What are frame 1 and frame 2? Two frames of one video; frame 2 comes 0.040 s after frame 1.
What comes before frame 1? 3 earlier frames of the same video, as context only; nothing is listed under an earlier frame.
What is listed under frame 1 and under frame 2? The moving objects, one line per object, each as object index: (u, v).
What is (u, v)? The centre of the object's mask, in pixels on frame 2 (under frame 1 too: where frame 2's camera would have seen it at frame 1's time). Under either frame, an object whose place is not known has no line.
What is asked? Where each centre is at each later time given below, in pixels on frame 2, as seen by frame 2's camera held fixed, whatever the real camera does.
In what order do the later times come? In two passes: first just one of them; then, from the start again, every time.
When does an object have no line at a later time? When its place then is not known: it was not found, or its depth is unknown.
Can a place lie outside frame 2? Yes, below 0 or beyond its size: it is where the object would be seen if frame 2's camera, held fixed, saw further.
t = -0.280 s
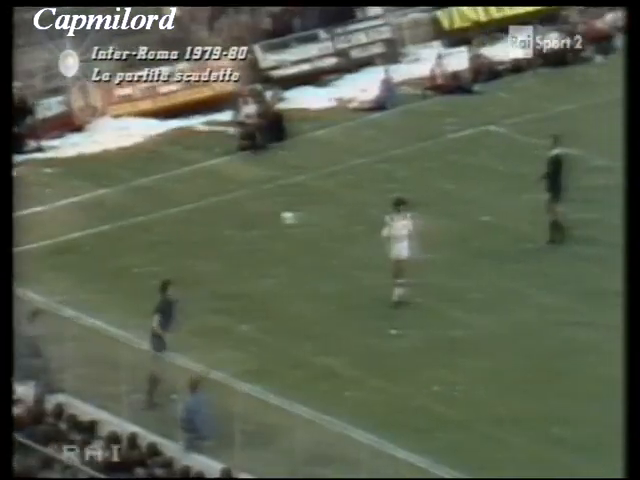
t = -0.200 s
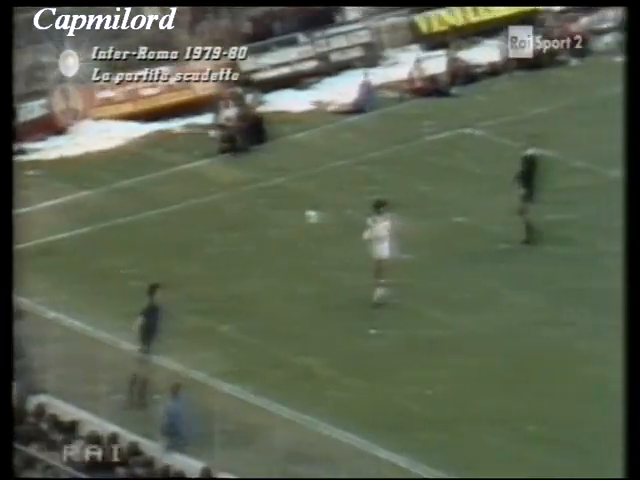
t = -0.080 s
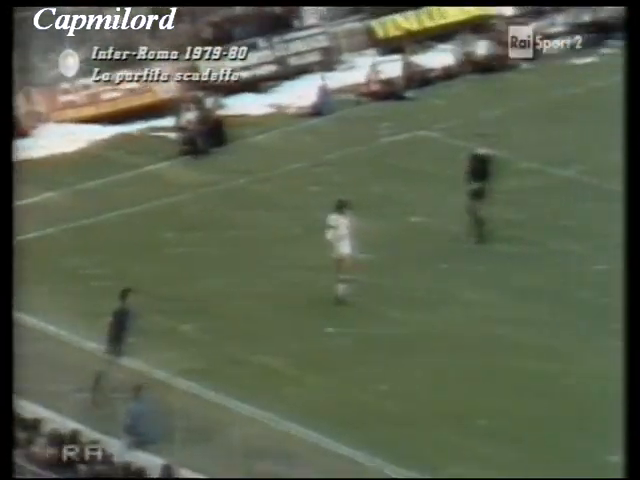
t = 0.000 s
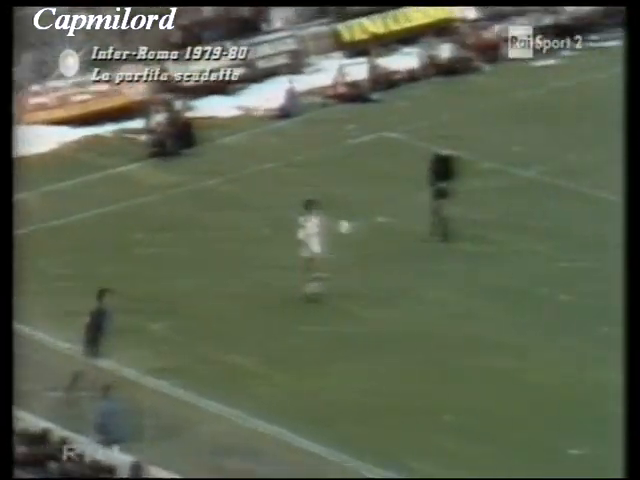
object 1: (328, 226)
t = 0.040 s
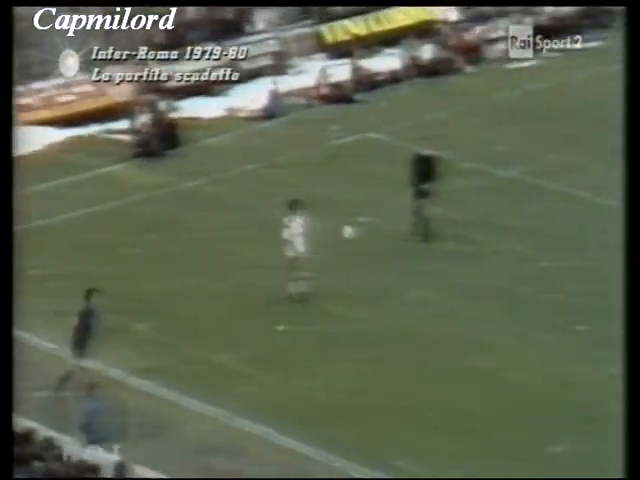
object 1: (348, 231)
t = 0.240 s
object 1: (452, 273)
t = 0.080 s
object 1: (368, 237)
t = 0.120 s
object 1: (389, 244)
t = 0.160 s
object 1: (410, 252)
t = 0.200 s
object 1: (431, 262)
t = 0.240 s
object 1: (452, 273)
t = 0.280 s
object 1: (473, 286)
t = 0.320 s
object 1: (493, 300)
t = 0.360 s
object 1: (513, 315)
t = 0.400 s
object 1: (534, 332)
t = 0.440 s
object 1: (554, 349)
